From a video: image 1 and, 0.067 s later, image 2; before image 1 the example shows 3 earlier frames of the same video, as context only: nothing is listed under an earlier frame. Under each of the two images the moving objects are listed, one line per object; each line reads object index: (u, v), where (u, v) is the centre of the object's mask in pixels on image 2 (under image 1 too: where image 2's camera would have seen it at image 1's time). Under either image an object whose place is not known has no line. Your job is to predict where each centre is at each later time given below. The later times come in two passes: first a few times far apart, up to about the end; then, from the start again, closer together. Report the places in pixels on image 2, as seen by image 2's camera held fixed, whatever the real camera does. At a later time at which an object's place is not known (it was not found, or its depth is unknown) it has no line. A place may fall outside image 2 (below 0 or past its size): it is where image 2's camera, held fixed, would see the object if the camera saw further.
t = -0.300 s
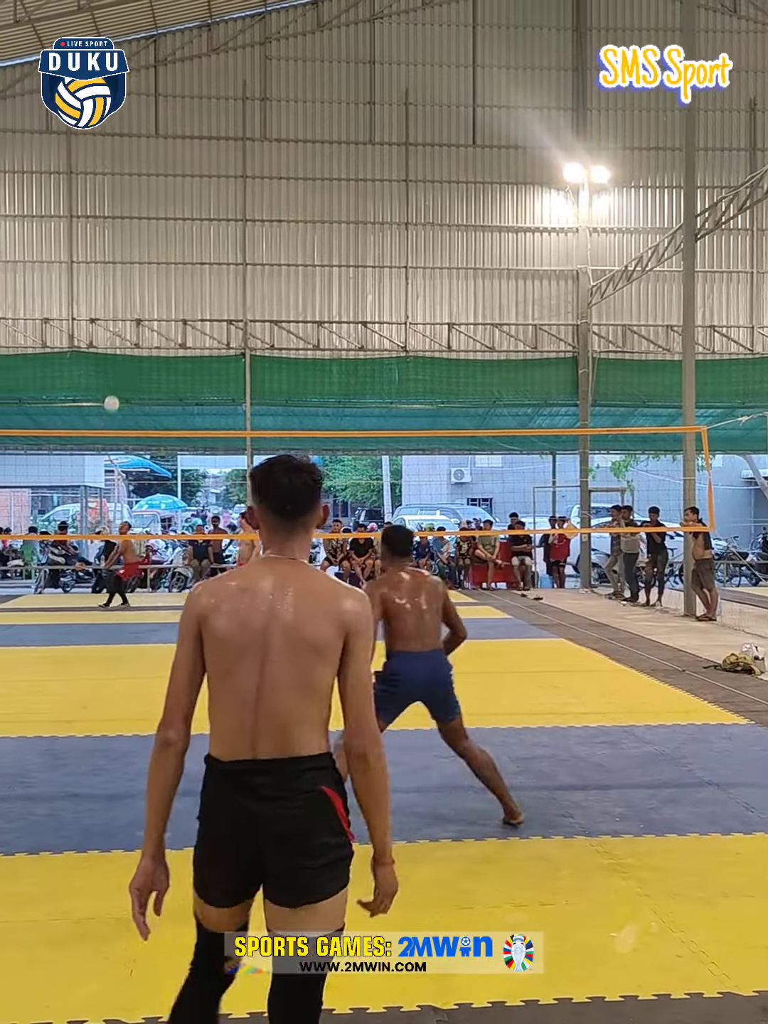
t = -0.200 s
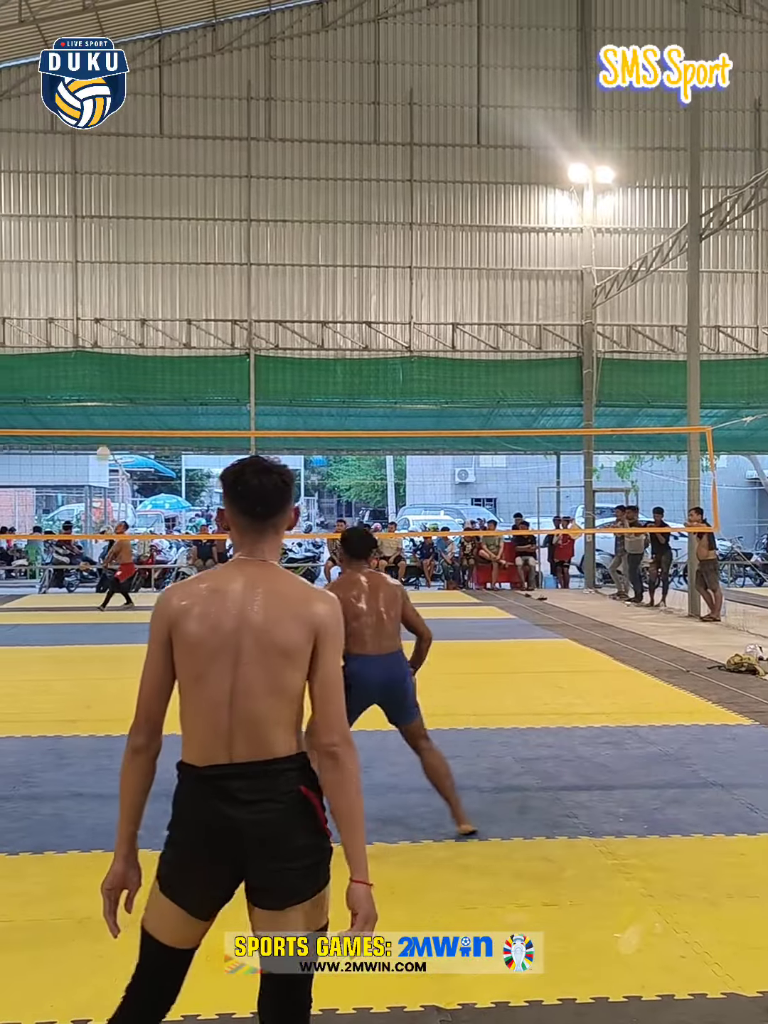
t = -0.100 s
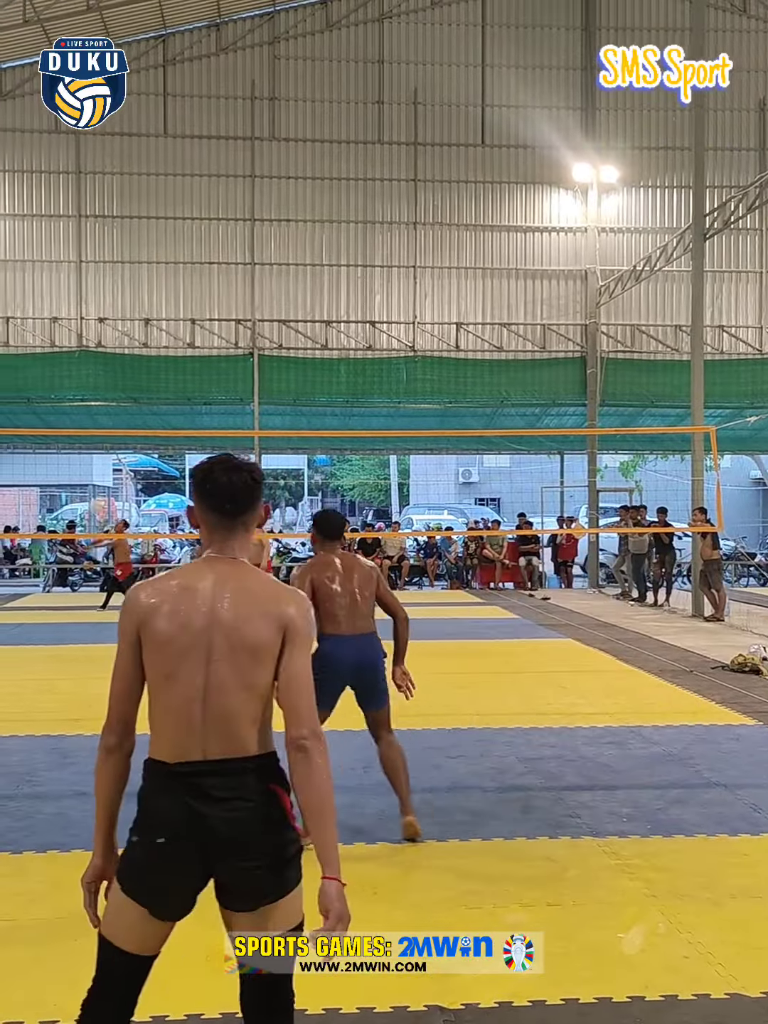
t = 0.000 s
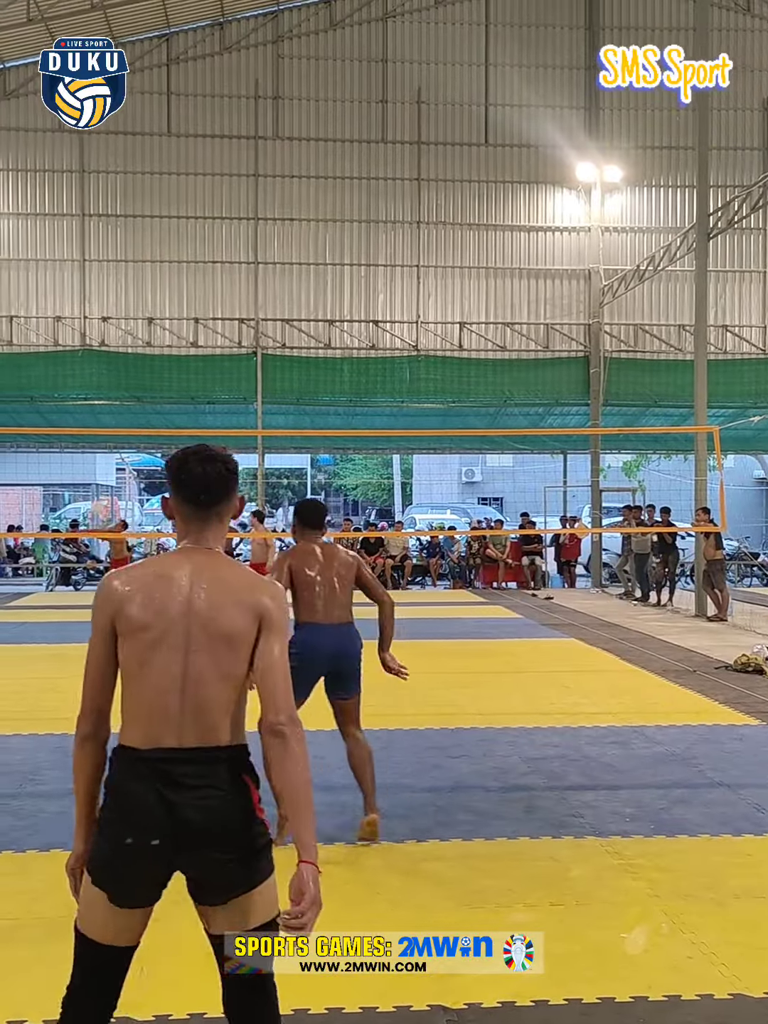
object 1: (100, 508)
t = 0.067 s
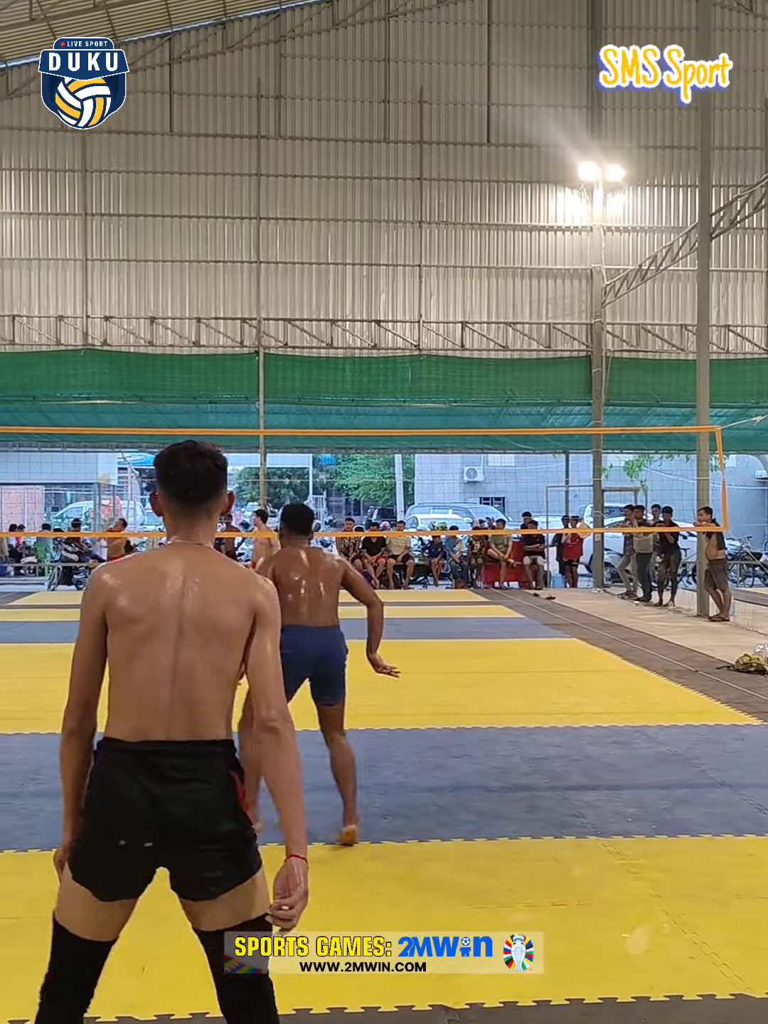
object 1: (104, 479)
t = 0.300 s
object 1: (123, 390)
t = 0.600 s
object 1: (165, 311)
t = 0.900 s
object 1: (247, 287)
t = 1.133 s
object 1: (347, 366)
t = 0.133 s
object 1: (110, 450)
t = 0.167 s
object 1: (112, 440)
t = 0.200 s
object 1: (115, 424)
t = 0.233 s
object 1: (117, 414)
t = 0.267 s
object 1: (120, 401)
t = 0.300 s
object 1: (123, 390)
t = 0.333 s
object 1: (127, 379)
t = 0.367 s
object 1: (131, 368)
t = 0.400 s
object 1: (134, 359)
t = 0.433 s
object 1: (138, 349)
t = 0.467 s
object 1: (142, 339)
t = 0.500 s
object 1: (148, 332)
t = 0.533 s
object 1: (152, 325)
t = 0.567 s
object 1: (159, 317)
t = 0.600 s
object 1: (165, 311)
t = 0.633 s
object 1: (171, 305)
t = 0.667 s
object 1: (180, 298)
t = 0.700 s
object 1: (188, 294)
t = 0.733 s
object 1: (196, 291)
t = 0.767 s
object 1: (205, 288)
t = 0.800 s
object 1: (215, 286)
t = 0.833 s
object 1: (225, 285)
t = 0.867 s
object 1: (235, 285)
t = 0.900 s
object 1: (247, 287)
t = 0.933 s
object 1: (258, 291)
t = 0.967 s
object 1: (271, 296)
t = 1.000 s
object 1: (284, 306)
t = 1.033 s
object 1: (299, 315)
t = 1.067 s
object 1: (313, 328)
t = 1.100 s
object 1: (329, 347)
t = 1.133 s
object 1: (347, 366)
